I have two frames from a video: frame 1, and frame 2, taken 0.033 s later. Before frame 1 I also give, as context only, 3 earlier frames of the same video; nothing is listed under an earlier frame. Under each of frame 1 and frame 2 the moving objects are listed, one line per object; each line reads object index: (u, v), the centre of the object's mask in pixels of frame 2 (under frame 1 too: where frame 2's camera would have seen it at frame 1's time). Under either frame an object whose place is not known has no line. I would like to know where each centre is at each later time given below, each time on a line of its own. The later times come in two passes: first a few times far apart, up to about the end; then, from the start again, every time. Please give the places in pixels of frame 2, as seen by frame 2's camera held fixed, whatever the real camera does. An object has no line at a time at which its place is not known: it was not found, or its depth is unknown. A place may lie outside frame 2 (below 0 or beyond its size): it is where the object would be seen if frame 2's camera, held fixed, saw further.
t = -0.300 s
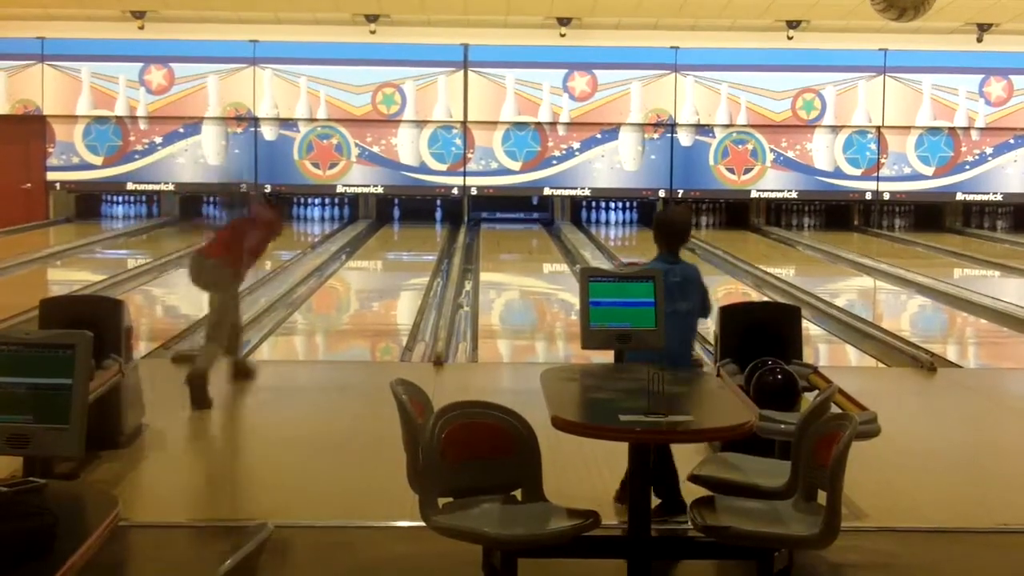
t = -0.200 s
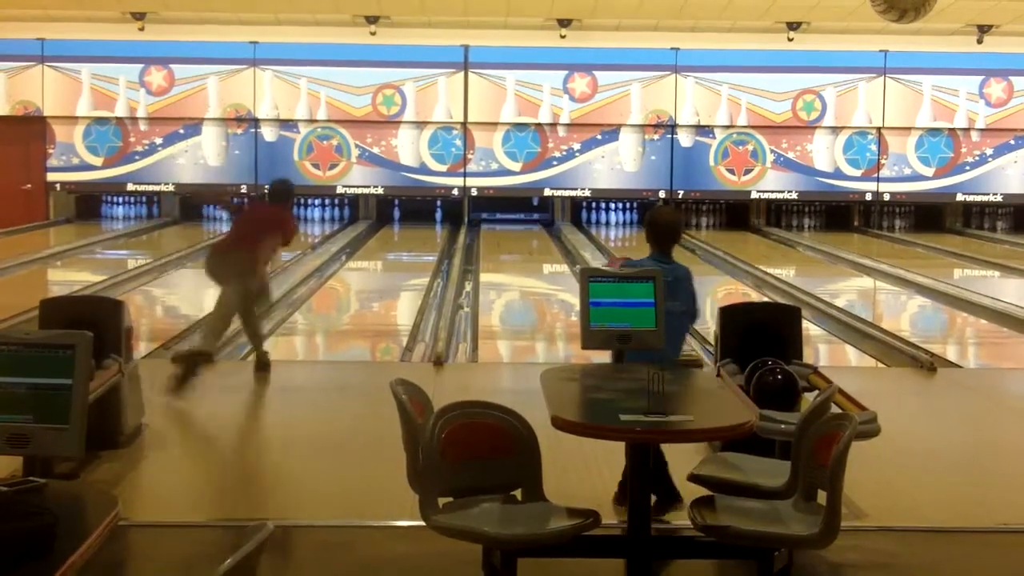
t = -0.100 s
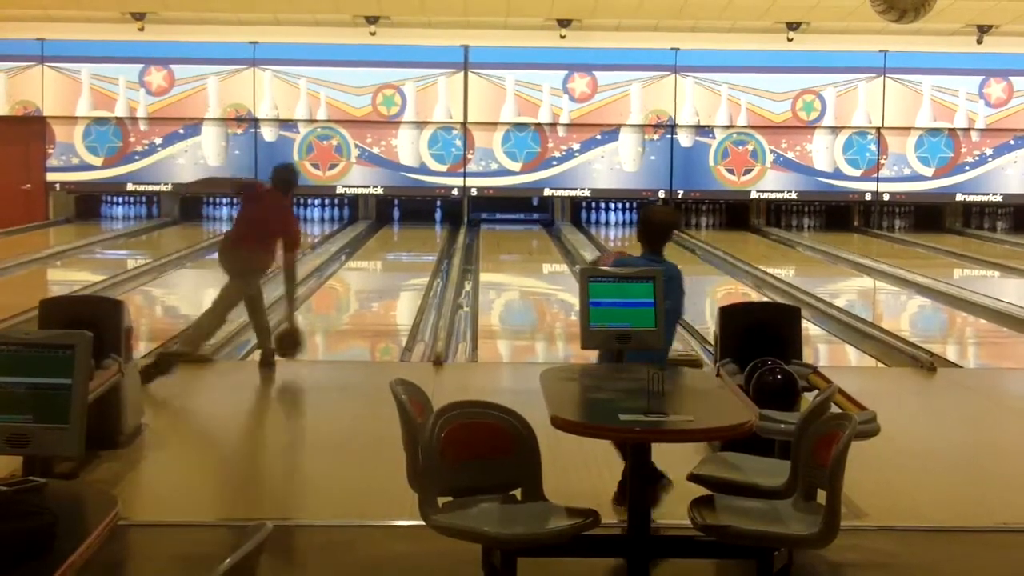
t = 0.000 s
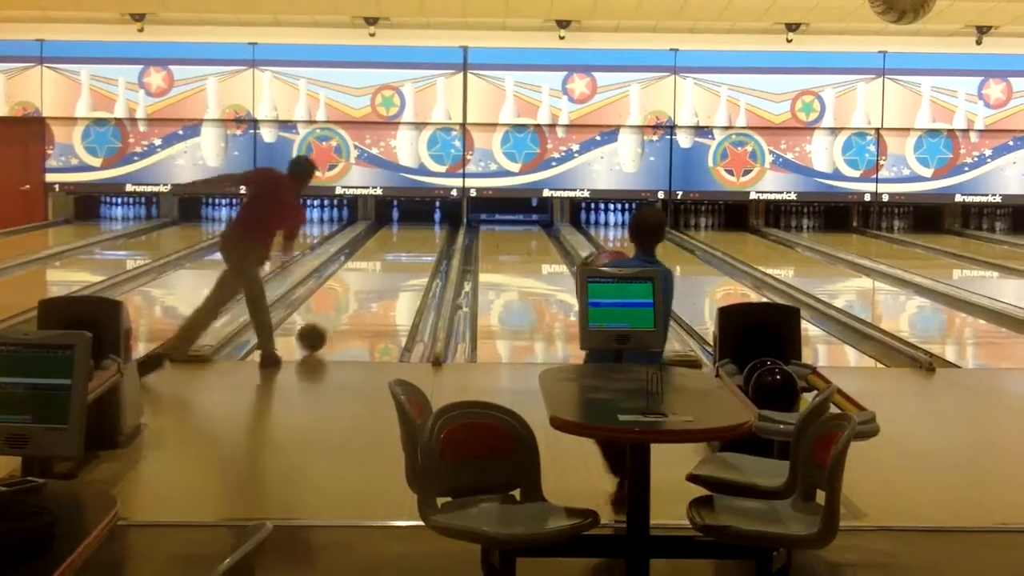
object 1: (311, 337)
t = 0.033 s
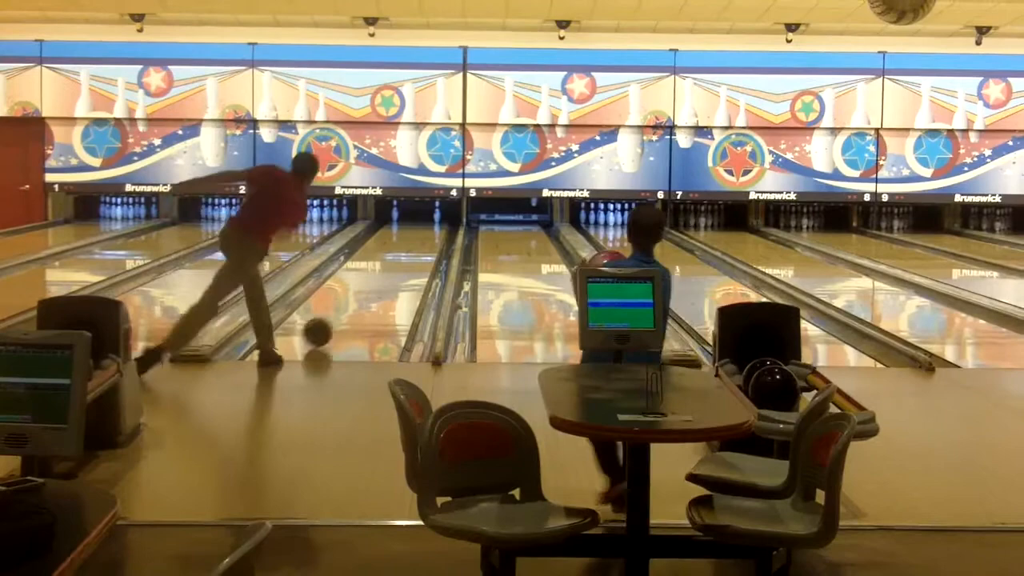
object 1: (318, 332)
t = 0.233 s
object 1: (349, 306)
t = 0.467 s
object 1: (377, 283)
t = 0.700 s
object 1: (397, 265)
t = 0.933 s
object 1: (413, 251)
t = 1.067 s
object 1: (421, 246)
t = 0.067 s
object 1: (323, 327)
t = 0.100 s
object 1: (329, 323)
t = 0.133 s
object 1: (334, 318)
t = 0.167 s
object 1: (340, 314)
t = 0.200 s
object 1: (345, 309)
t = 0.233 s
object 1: (349, 306)
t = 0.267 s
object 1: (354, 302)
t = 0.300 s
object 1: (358, 299)
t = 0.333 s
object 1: (363, 295)
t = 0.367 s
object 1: (366, 292)
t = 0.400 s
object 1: (370, 288)
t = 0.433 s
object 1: (374, 285)
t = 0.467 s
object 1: (377, 283)
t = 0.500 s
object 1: (380, 279)
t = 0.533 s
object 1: (384, 277)
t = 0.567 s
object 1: (386, 275)
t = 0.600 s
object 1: (389, 272)
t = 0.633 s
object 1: (392, 270)
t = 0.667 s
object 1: (395, 268)
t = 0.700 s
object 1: (397, 265)
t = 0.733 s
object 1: (400, 264)
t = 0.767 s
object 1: (402, 262)
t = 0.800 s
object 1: (404, 260)
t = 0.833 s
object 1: (406, 259)
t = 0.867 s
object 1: (409, 257)
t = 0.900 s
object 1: (411, 255)
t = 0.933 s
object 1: (413, 251)
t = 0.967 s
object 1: (415, 250)
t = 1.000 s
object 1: (418, 249)
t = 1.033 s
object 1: (418, 246)
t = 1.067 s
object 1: (421, 246)
